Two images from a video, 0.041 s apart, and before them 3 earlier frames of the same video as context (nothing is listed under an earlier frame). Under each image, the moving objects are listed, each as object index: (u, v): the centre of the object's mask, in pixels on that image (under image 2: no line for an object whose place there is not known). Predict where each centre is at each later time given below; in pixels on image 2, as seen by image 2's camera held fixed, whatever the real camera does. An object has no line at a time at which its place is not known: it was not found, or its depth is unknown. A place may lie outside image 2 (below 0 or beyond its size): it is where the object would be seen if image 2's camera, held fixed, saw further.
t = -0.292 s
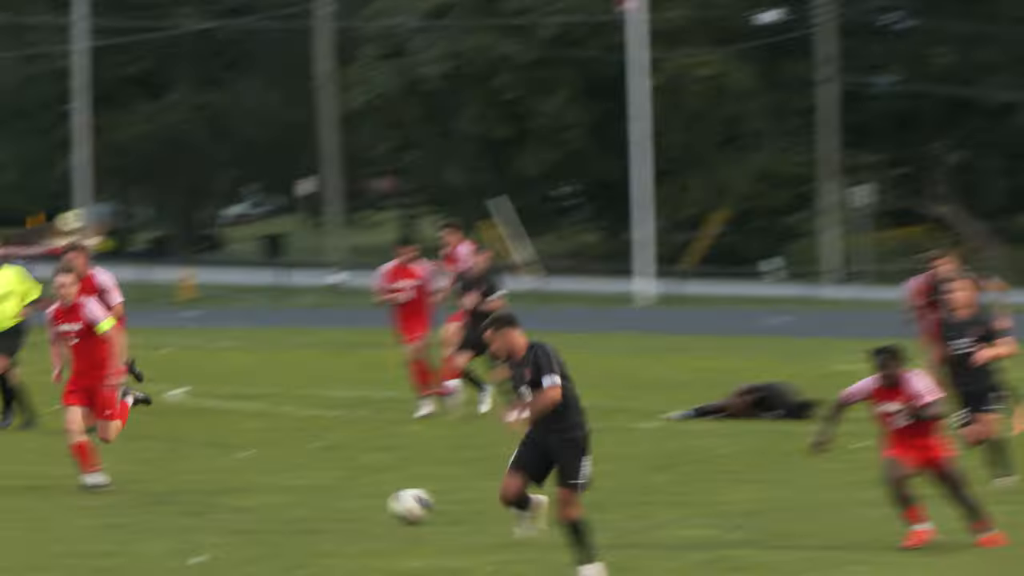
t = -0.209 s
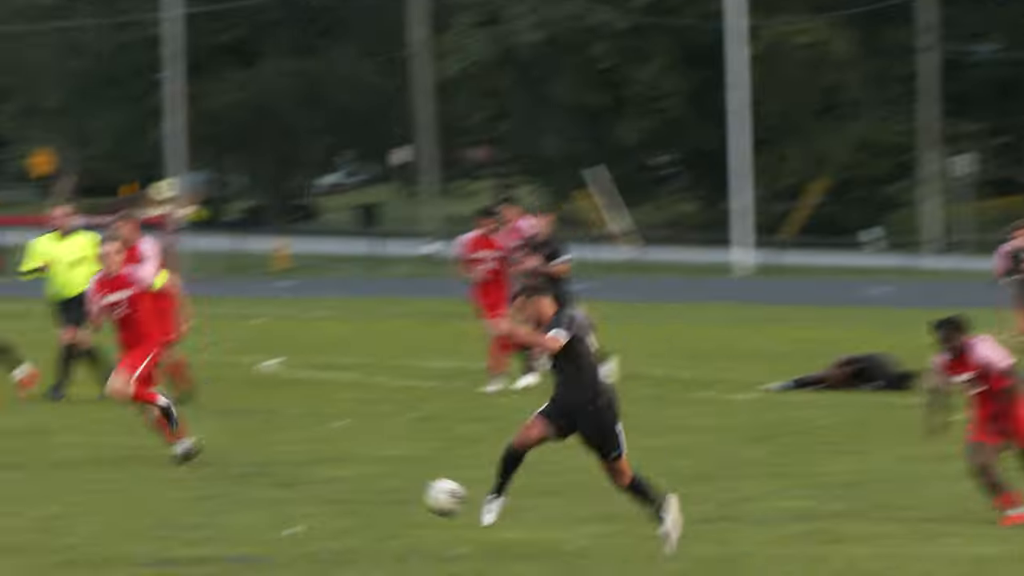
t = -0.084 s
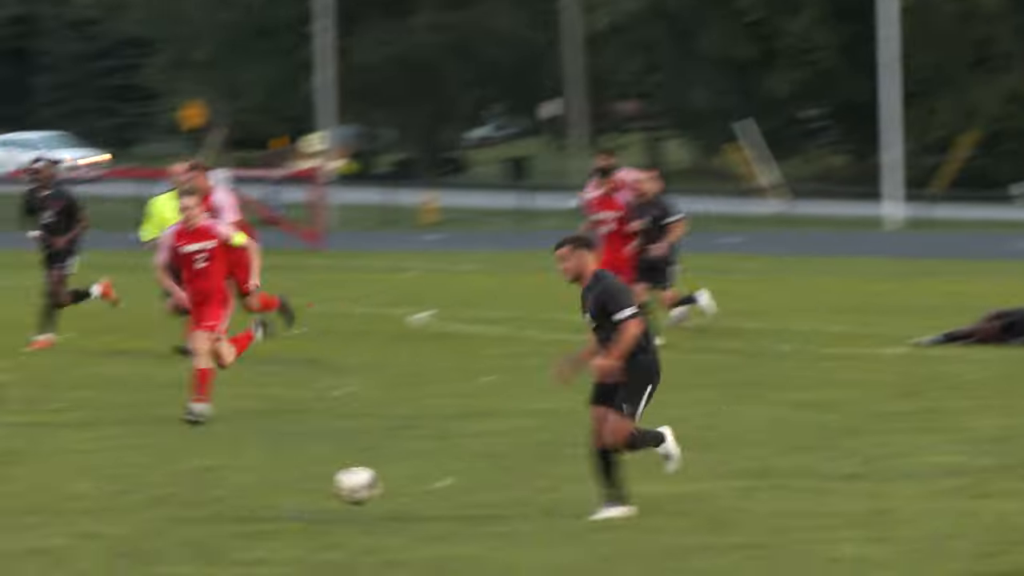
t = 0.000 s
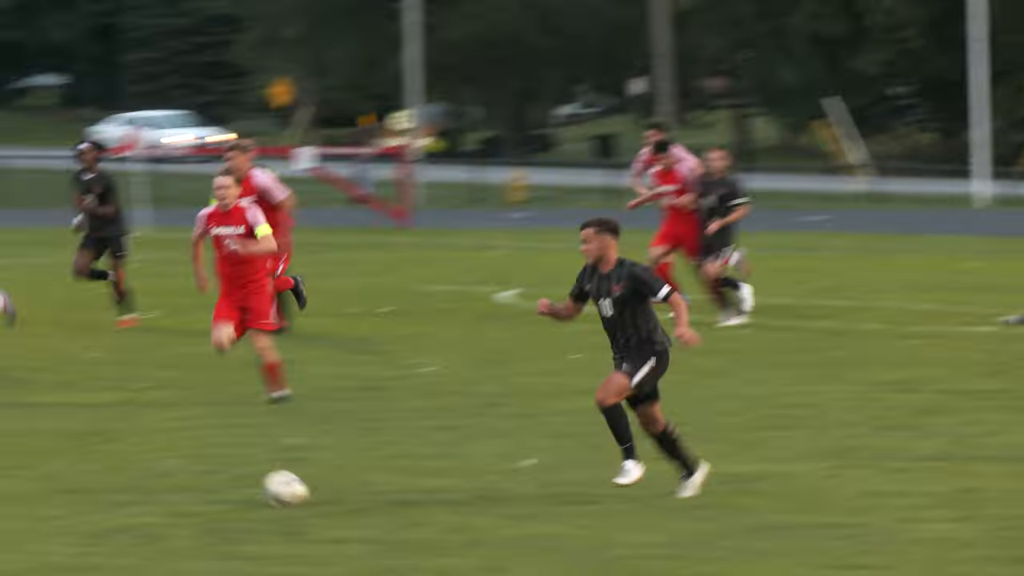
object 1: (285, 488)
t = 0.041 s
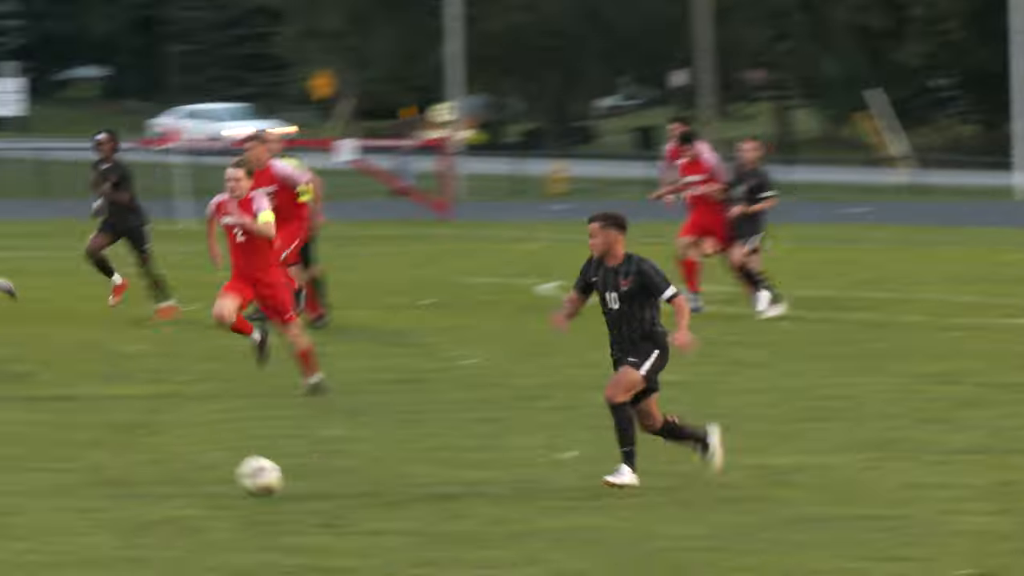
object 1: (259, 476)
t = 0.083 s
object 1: (188, 472)
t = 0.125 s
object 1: (115, 471)
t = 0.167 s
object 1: (41, 471)
